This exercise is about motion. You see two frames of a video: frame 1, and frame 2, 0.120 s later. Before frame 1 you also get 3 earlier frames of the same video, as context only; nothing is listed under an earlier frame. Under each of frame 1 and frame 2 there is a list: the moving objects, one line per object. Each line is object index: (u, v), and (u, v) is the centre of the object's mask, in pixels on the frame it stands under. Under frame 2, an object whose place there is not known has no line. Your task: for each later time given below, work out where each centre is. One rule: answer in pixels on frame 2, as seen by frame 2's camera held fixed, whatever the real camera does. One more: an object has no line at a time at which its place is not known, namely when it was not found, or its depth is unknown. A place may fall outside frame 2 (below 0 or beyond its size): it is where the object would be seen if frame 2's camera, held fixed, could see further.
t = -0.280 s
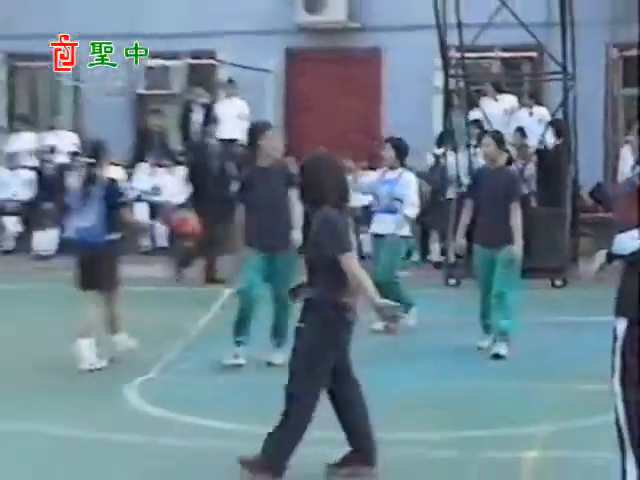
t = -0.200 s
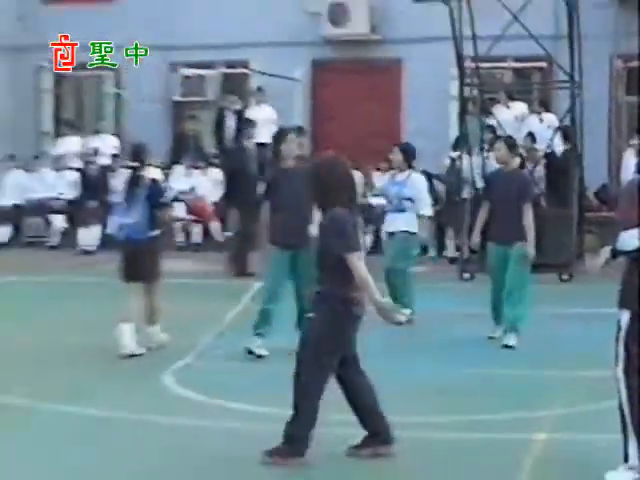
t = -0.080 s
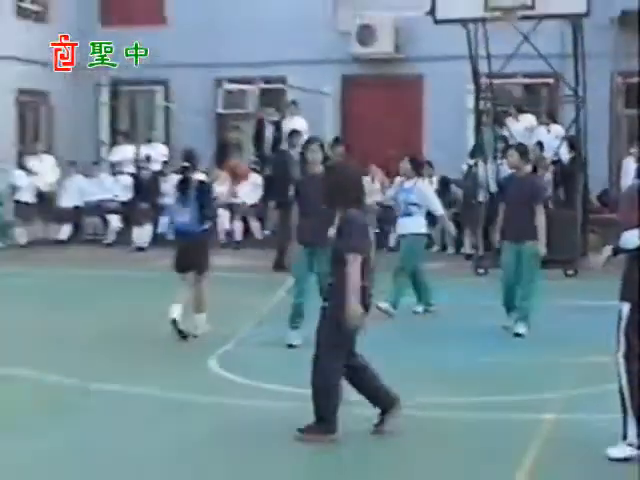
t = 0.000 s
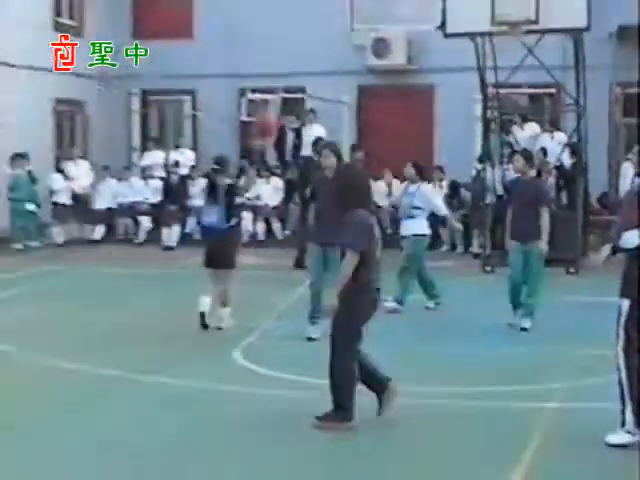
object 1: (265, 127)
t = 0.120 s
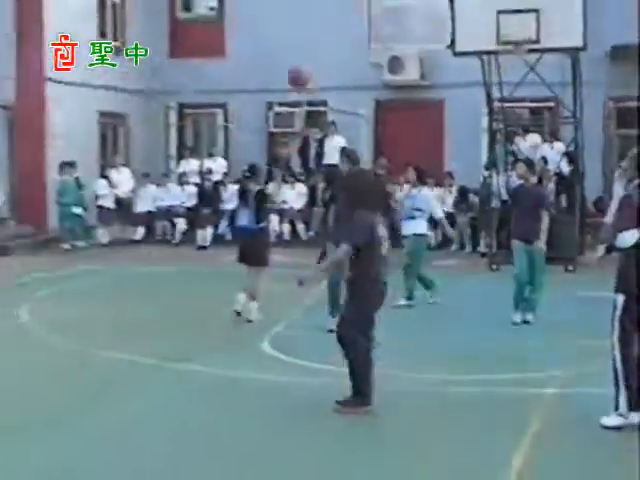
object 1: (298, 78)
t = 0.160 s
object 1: (301, 62)
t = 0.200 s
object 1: (304, 49)
